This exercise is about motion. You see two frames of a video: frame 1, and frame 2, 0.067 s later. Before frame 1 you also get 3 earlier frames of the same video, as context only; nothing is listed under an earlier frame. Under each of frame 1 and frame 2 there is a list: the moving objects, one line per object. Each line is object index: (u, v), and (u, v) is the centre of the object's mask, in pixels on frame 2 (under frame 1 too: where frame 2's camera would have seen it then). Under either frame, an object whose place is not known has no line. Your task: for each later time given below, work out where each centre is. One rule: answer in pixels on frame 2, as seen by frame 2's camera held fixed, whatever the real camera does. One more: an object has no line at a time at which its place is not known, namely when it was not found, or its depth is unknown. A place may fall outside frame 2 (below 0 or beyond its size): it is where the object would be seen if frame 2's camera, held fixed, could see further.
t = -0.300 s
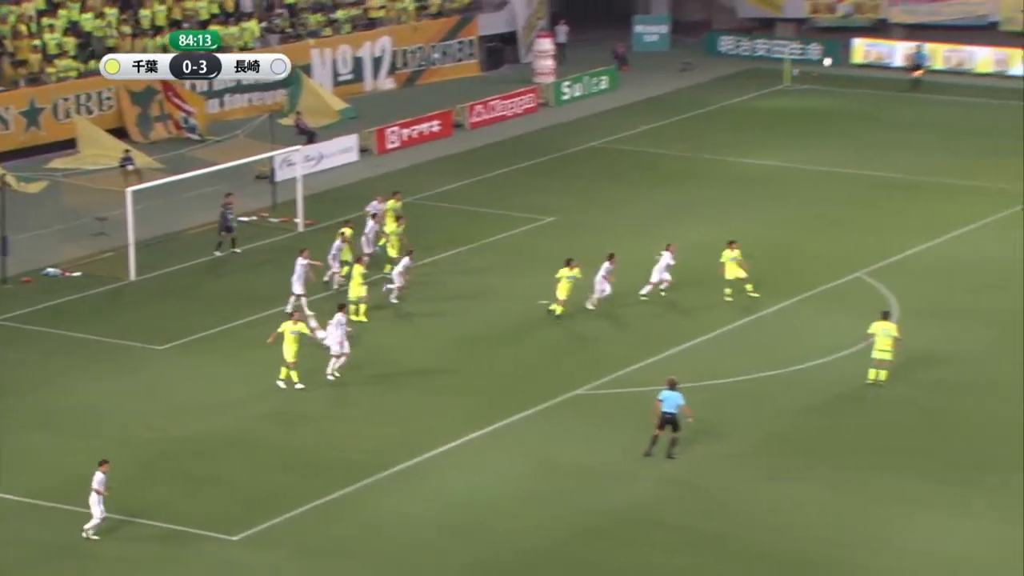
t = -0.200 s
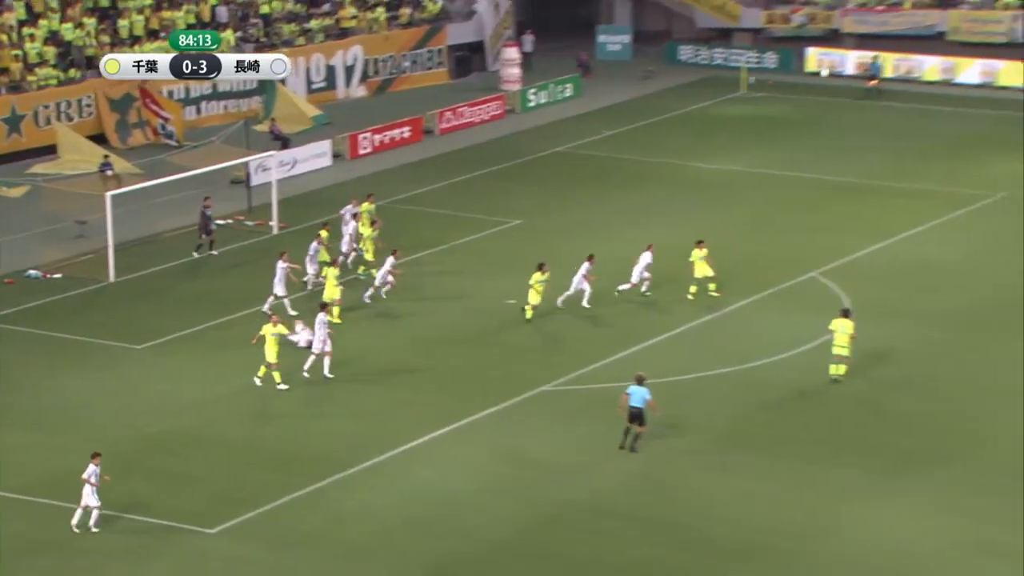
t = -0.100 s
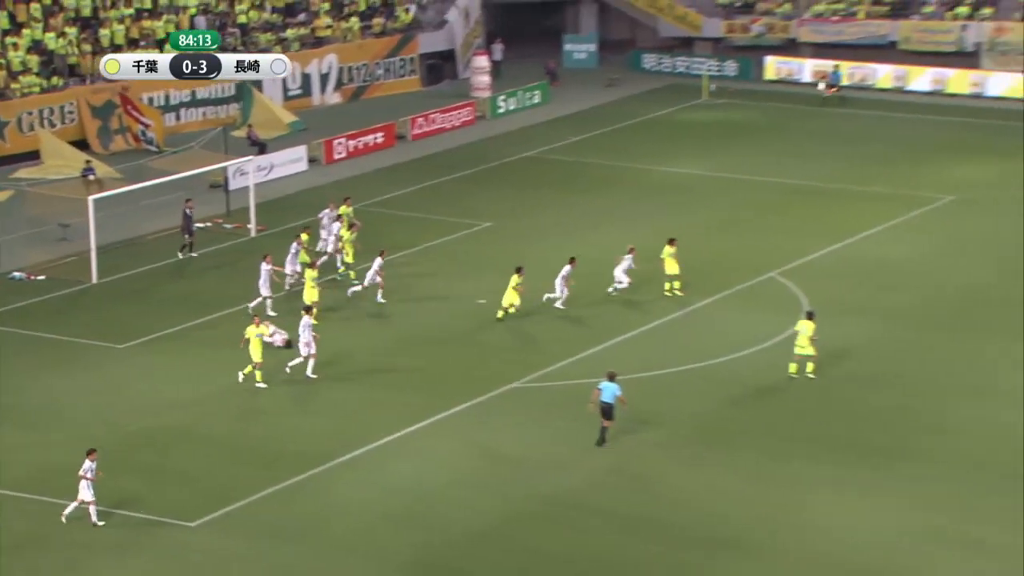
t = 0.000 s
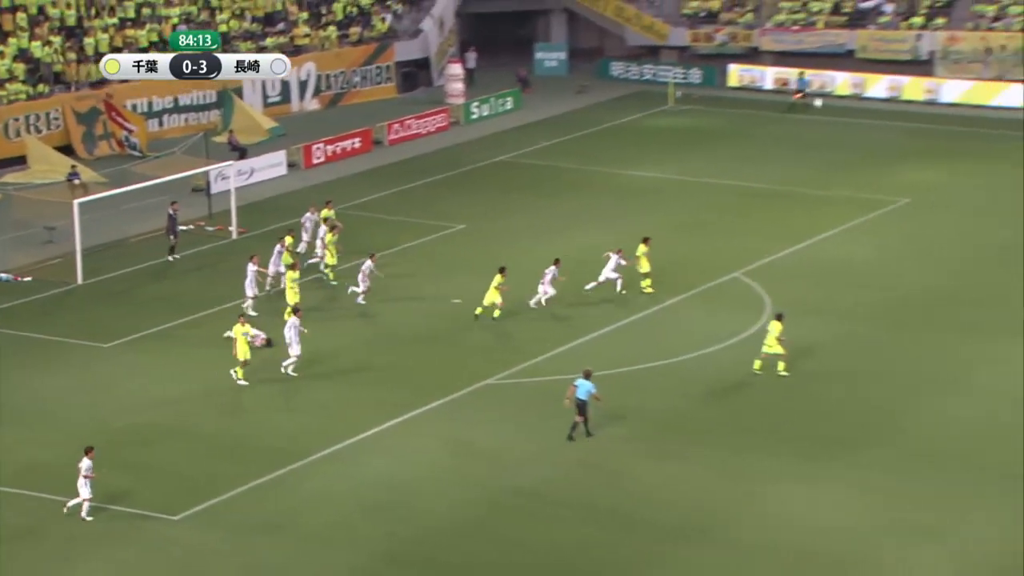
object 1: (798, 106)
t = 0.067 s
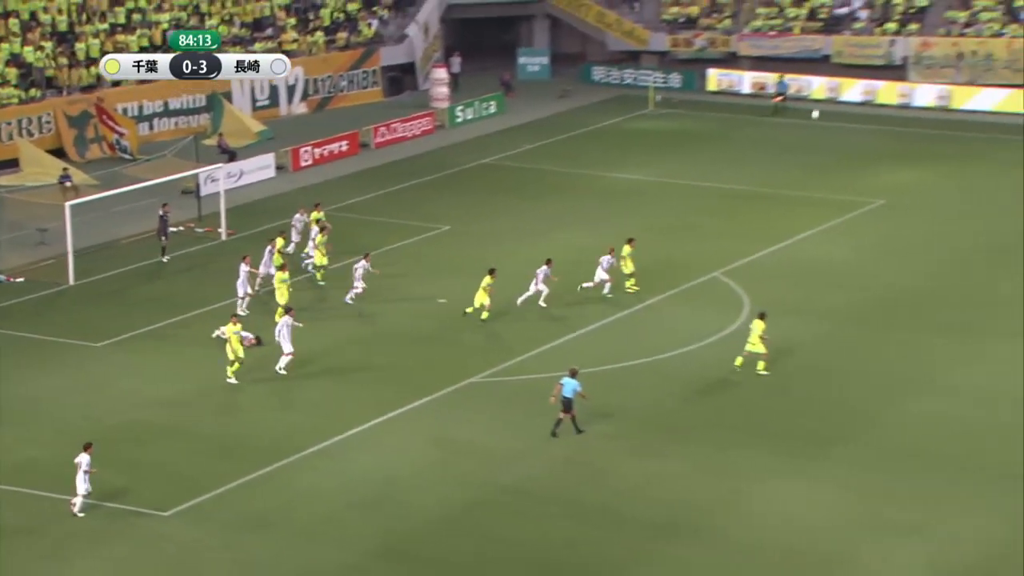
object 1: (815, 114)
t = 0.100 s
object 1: (826, 119)
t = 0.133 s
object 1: (832, 124)
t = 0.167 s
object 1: (842, 130)
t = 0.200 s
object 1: (853, 136)
